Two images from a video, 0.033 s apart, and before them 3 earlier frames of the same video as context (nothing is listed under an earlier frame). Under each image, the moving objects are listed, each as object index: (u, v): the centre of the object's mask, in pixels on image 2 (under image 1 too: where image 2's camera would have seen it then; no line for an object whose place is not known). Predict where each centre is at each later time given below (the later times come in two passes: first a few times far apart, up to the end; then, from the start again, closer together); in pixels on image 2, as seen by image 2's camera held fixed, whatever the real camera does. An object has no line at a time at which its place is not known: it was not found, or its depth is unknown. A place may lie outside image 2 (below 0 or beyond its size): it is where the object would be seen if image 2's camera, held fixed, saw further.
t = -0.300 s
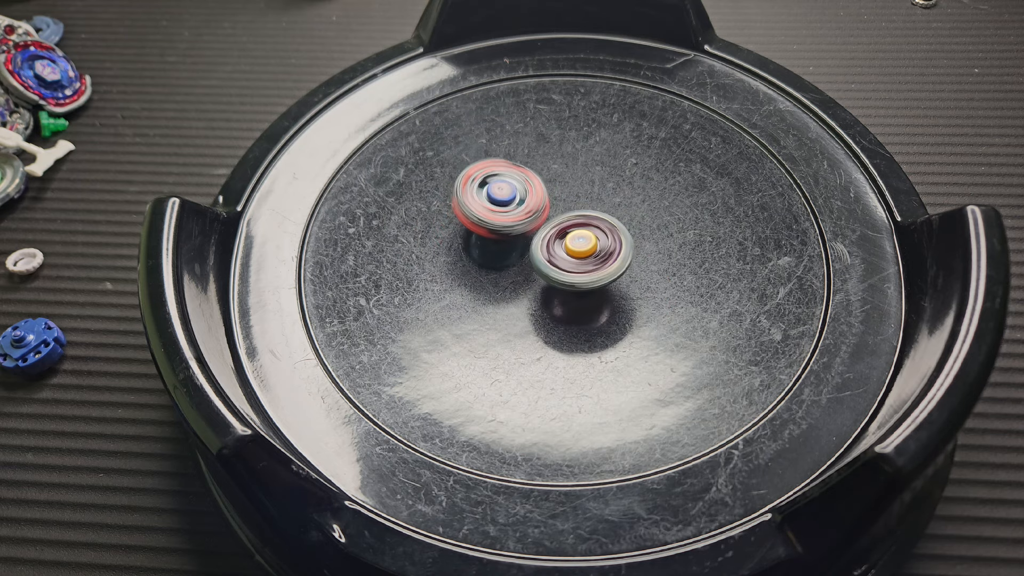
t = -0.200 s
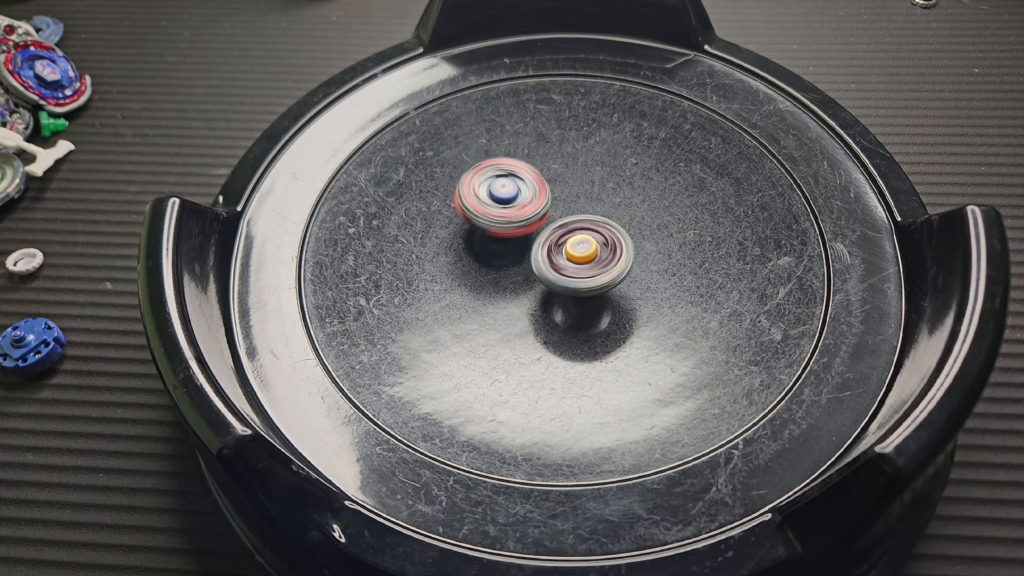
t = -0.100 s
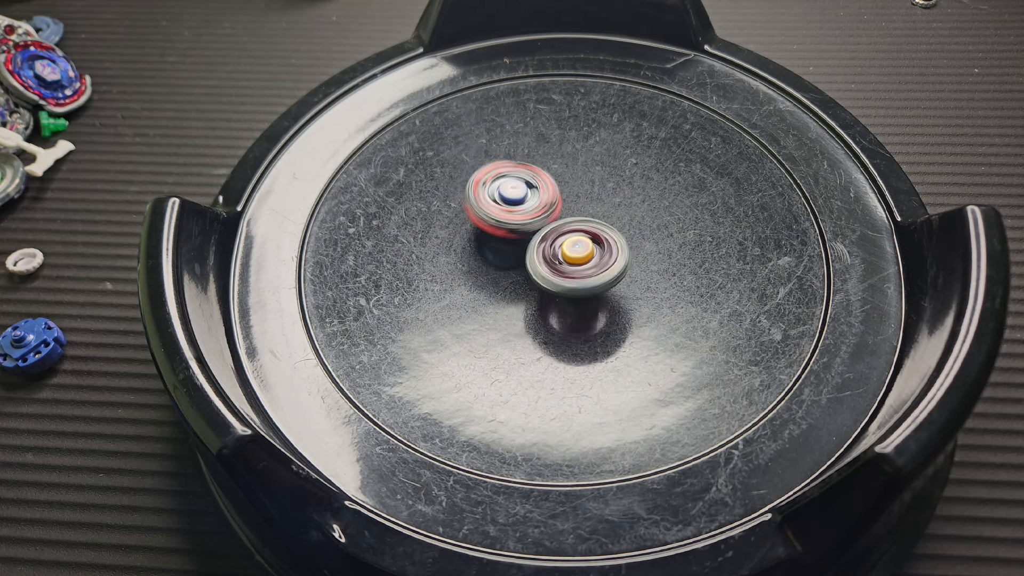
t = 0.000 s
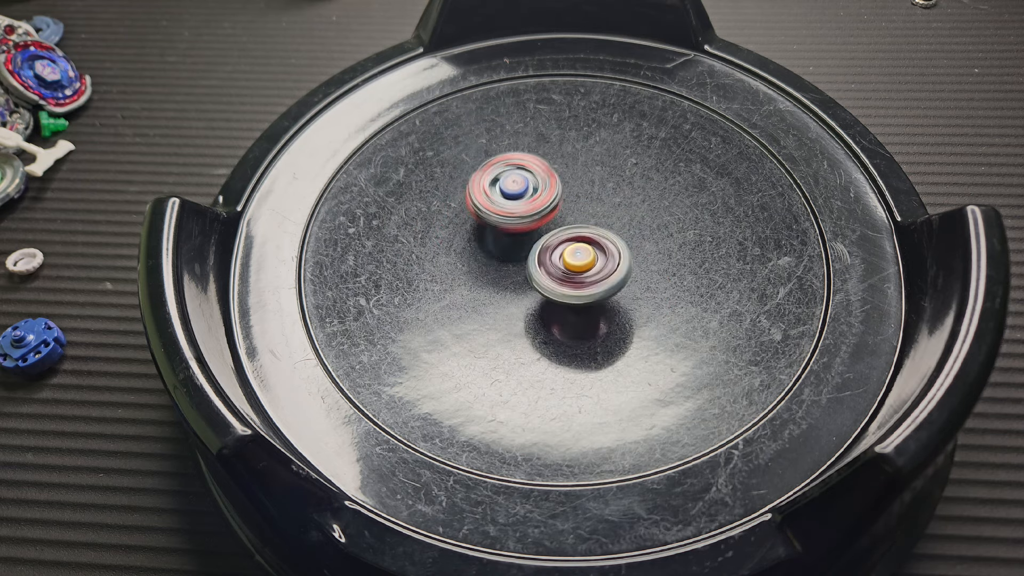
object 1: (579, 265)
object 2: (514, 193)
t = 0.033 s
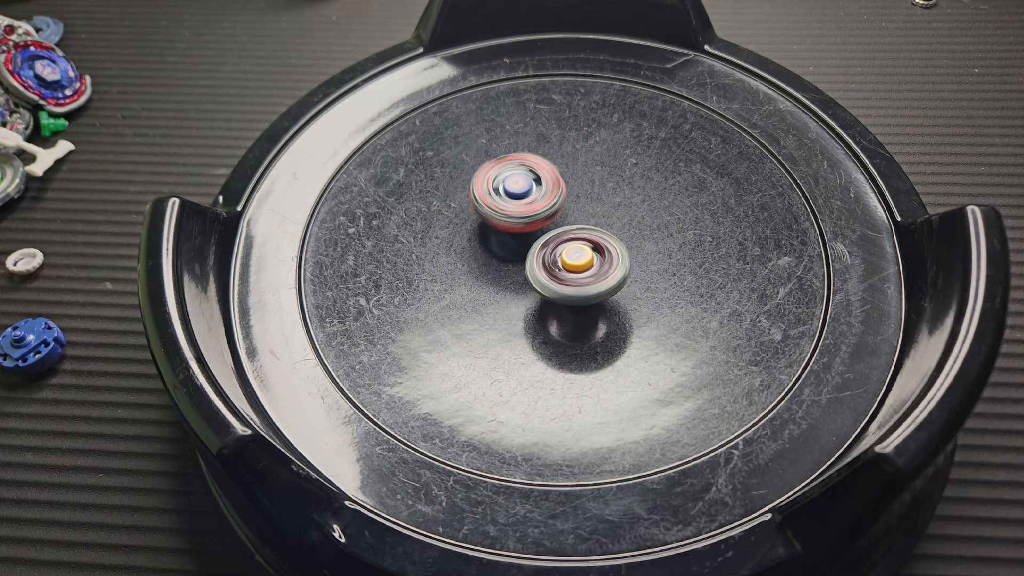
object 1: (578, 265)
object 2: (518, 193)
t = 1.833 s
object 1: (543, 267)
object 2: (617, 212)
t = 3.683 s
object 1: (537, 232)
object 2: (636, 282)
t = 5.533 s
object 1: (552, 227)
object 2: (543, 315)
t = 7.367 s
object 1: (568, 221)
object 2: (463, 262)
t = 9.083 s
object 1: (596, 245)
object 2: (470, 208)
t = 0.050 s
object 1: (577, 265)
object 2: (518, 193)
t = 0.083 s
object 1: (575, 265)
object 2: (522, 193)
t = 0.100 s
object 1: (574, 266)
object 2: (523, 193)
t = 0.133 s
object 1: (572, 265)
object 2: (526, 193)
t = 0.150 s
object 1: (570, 265)
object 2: (527, 193)
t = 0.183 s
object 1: (569, 264)
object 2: (531, 193)
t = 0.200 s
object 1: (568, 265)
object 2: (532, 192)
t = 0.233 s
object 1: (565, 265)
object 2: (533, 192)
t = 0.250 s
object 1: (564, 266)
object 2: (534, 191)
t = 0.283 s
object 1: (563, 268)
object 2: (535, 191)
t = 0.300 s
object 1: (563, 268)
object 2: (536, 191)
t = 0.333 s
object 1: (561, 267)
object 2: (539, 190)
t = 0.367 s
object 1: (559, 267)
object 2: (541, 190)
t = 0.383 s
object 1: (558, 267)
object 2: (542, 190)
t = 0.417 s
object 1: (557, 268)
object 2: (544, 189)
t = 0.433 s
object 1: (556, 268)
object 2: (543, 189)
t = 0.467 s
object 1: (555, 267)
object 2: (545, 189)
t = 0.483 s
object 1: (555, 267)
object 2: (546, 190)
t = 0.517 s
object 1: (554, 271)
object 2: (549, 186)
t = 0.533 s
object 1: (553, 273)
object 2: (549, 185)
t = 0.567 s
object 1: (553, 273)
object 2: (551, 185)
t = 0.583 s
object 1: (552, 274)
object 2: (552, 185)
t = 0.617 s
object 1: (551, 274)
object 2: (553, 186)
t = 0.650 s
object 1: (550, 274)
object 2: (554, 185)
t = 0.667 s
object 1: (549, 273)
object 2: (555, 186)
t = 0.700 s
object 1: (548, 273)
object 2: (557, 187)
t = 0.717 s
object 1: (548, 272)
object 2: (558, 188)
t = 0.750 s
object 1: (547, 271)
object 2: (560, 190)
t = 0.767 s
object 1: (547, 270)
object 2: (560, 190)
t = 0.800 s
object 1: (547, 269)
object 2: (562, 192)
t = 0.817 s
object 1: (546, 268)
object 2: (563, 192)
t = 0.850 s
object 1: (544, 273)
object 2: (567, 189)
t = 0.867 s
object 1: (544, 274)
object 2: (567, 188)
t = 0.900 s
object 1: (544, 273)
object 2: (568, 190)
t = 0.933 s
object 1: (545, 273)
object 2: (570, 192)
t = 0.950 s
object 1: (545, 272)
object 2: (572, 193)
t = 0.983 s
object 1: (545, 271)
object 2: (574, 194)
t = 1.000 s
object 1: (546, 270)
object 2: (576, 195)
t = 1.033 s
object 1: (544, 272)
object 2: (579, 195)
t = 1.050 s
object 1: (544, 272)
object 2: (580, 195)
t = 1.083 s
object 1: (544, 272)
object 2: (583, 195)
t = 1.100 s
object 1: (544, 271)
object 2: (583, 196)
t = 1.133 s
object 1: (545, 270)
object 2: (587, 198)
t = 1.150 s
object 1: (545, 270)
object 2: (587, 198)
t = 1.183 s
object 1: (544, 270)
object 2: (591, 198)
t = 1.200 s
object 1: (543, 274)
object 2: (594, 195)
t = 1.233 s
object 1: (540, 277)
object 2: (596, 193)
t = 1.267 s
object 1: (541, 277)
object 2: (598, 194)
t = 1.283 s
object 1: (542, 277)
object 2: (599, 195)
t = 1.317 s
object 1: (543, 276)
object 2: (601, 196)
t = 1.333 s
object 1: (543, 276)
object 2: (601, 197)
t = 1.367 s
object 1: (544, 275)
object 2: (602, 198)
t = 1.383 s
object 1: (545, 275)
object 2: (603, 198)
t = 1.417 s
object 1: (545, 274)
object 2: (604, 200)
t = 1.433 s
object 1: (546, 273)
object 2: (605, 200)
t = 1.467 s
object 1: (547, 271)
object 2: (606, 202)
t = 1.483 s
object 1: (547, 271)
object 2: (606, 202)
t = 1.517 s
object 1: (548, 269)
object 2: (607, 203)
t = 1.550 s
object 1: (546, 270)
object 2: (610, 203)
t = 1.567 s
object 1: (542, 272)
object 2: (614, 199)
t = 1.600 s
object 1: (538, 275)
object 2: (616, 197)
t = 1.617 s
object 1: (538, 275)
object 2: (615, 197)
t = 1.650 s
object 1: (539, 274)
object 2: (615, 200)
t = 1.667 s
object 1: (540, 274)
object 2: (615, 202)
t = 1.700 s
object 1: (539, 273)
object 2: (616, 204)
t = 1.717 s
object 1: (540, 272)
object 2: (616, 205)
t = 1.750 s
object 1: (541, 271)
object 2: (617, 207)
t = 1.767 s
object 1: (541, 270)
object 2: (617, 208)
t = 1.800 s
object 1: (542, 269)
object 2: (617, 210)
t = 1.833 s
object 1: (543, 267)
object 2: (617, 212)
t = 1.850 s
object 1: (543, 267)
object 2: (618, 213)
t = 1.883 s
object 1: (534, 271)
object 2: (626, 209)
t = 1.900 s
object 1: (532, 271)
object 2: (627, 208)
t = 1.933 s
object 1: (532, 271)
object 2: (628, 209)
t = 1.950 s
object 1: (533, 272)
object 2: (628, 210)
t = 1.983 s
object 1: (533, 271)
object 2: (629, 212)
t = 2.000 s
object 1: (533, 270)
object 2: (630, 213)
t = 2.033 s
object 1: (535, 269)
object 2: (629, 215)
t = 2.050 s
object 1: (535, 269)
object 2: (630, 216)
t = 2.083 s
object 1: (536, 268)
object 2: (630, 217)
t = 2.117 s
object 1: (538, 266)
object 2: (631, 220)
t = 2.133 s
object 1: (539, 265)
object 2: (630, 221)
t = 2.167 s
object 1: (541, 264)
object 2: (630, 223)
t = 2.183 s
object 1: (540, 264)
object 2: (631, 223)
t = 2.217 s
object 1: (538, 264)
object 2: (634, 222)
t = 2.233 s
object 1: (539, 263)
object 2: (634, 223)
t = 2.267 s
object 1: (540, 263)
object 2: (633, 225)
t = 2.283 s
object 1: (538, 263)
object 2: (635, 225)
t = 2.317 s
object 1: (538, 263)
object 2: (635, 224)
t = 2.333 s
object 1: (538, 262)
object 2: (634, 226)
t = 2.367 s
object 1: (539, 262)
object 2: (633, 228)
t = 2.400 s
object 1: (532, 263)
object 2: (639, 227)
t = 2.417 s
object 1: (530, 263)
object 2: (641, 226)
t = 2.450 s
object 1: (528, 262)
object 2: (641, 226)
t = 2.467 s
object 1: (528, 262)
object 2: (641, 228)
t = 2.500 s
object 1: (528, 262)
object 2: (640, 229)
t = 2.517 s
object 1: (528, 261)
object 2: (641, 230)
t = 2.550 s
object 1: (529, 261)
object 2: (641, 231)
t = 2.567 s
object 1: (529, 260)
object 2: (640, 232)
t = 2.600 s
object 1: (530, 259)
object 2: (640, 233)
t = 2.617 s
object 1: (530, 258)
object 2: (639, 234)
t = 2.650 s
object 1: (531, 257)
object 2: (639, 237)
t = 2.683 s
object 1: (532, 256)
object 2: (637, 238)
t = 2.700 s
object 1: (533, 255)
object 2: (636, 239)
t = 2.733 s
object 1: (527, 254)
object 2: (644, 239)
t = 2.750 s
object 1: (523, 255)
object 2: (647, 239)
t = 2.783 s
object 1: (519, 254)
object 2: (648, 238)
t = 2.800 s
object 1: (519, 254)
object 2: (647, 238)
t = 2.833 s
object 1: (520, 253)
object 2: (646, 242)
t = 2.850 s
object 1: (520, 253)
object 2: (647, 242)
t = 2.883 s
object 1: (522, 252)
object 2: (646, 243)
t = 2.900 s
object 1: (523, 252)
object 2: (647, 244)
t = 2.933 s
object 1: (524, 250)
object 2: (646, 246)
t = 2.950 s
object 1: (526, 250)
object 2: (645, 247)
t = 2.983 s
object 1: (527, 249)
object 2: (644, 248)
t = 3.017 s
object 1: (530, 249)
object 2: (643, 252)
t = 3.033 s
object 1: (531, 248)
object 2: (643, 252)
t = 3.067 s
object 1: (534, 247)
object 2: (641, 254)
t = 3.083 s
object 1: (534, 247)
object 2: (641, 256)
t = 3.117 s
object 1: (535, 245)
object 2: (641, 258)
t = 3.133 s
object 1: (533, 245)
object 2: (644, 259)
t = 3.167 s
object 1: (533, 244)
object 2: (645, 259)
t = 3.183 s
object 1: (534, 243)
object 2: (644, 260)
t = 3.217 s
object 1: (535, 243)
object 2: (643, 262)
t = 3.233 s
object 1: (535, 242)
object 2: (642, 263)
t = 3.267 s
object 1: (537, 242)
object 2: (643, 265)
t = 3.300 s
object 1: (539, 241)
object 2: (642, 267)
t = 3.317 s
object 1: (540, 242)
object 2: (641, 267)
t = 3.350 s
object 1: (540, 239)
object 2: (643, 268)
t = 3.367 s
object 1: (541, 239)
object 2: (642, 269)
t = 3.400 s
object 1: (541, 238)
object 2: (641, 270)
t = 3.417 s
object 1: (541, 237)
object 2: (641, 270)
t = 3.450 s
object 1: (542, 237)
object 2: (641, 272)
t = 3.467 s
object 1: (542, 237)
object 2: (640, 272)
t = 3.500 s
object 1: (540, 236)
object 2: (641, 274)
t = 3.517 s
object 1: (538, 234)
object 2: (644, 276)
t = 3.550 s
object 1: (537, 233)
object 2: (645, 278)
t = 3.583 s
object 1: (536, 233)
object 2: (644, 278)
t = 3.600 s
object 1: (536, 232)
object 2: (643, 277)
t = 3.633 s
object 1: (536, 232)
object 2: (640, 280)
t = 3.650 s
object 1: (536, 232)
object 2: (639, 281)
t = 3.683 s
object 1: (537, 232)
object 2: (636, 282)
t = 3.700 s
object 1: (537, 232)
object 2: (636, 282)
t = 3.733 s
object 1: (538, 232)
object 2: (633, 284)
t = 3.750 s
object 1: (538, 232)
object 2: (631, 285)
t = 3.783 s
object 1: (539, 232)
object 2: (628, 285)
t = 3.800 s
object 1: (540, 233)
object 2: (627, 286)
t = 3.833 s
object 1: (540, 233)
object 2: (624, 287)
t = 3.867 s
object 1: (534, 228)
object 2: (631, 292)
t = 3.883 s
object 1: (533, 227)
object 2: (632, 294)
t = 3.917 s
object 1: (532, 227)
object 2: (631, 294)
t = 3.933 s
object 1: (531, 228)
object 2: (629, 294)
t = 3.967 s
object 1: (530, 228)
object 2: (627, 296)
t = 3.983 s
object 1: (531, 229)
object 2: (625, 297)
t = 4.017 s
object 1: (531, 230)
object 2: (624, 298)
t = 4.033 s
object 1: (531, 230)
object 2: (623, 298)
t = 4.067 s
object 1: (531, 232)
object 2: (620, 300)
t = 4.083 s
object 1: (531, 232)
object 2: (619, 299)
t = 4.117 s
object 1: (532, 234)
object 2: (617, 301)
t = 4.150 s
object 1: (533, 235)
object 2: (615, 301)
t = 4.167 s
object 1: (534, 236)
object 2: (613, 301)
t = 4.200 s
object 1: (535, 238)
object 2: (611, 303)
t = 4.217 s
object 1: (535, 237)
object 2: (610, 303)
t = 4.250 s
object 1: (534, 237)
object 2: (609, 305)
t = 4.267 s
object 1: (533, 236)
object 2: (610, 307)
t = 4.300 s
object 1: (532, 236)
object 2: (609, 307)
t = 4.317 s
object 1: (532, 236)
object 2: (608, 307)
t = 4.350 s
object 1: (532, 236)
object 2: (605, 308)
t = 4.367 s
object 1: (532, 236)
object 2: (603, 308)
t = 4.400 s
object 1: (532, 237)
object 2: (600, 309)
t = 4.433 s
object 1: (532, 237)
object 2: (597, 309)
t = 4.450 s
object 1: (531, 238)
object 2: (595, 310)
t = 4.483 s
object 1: (532, 238)
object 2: (592, 308)
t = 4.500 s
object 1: (530, 237)
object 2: (592, 312)
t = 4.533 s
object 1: (524, 231)
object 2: (596, 319)
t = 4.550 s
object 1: (523, 230)
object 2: (597, 319)
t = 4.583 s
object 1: (523, 229)
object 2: (597, 320)
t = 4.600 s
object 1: (523, 230)
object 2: (596, 319)
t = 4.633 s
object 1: (521, 229)
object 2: (592, 318)
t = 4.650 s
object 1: (521, 229)
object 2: (591, 318)
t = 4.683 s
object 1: (523, 229)
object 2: (586, 316)
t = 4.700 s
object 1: (524, 230)
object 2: (585, 316)
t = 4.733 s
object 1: (524, 231)
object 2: (583, 316)
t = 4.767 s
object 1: (525, 231)
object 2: (580, 315)
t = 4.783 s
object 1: (526, 231)
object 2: (580, 315)
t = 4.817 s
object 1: (528, 233)
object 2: (576, 314)
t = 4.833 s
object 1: (528, 233)
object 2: (575, 314)
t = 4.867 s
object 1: (529, 234)
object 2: (573, 313)
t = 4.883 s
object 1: (530, 233)
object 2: (571, 313)
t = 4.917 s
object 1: (530, 231)
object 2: (573, 317)
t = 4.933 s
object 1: (530, 231)
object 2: (573, 316)
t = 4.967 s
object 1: (531, 231)
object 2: (570, 314)
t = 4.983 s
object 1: (532, 232)
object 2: (569, 314)
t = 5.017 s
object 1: (533, 232)
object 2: (563, 314)
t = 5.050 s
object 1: (535, 231)
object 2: (563, 315)
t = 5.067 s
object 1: (535, 231)
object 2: (563, 315)
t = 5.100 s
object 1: (537, 230)
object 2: (560, 315)
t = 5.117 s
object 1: (537, 230)
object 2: (561, 315)
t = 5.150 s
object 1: (539, 230)
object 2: (559, 314)
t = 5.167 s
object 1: (539, 229)
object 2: (558, 313)
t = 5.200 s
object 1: (541, 228)
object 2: (556, 317)
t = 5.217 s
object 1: (541, 224)
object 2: (555, 321)
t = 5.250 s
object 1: (542, 222)
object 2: (558, 324)
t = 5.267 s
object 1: (542, 221)
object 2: (557, 324)
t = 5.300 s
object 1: (543, 221)
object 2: (555, 323)
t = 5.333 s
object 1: (544, 221)
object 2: (553, 322)
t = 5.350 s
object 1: (545, 221)
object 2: (551, 321)
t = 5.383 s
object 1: (547, 222)
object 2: (551, 320)
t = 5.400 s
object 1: (547, 222)
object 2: (549, 320)
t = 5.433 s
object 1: (549, 222)
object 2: (547, 318)
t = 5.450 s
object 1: (549, 224)
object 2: (547, 318)
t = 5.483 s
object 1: (550, 225)
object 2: (544, 316)
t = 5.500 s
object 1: (551, 225)
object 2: (544, 316)
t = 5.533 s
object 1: (552, 227)
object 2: (543, 315)
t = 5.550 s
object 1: (552, 228)
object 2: (541, 313)
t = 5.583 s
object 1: (553, 228)
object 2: (539, 312)
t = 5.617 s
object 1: (554, 227)
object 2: (536, 315)
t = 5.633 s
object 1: (556, 226)
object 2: (536, 315)
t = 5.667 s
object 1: (556, 227)
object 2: (536, 313)
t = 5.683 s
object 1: (556, 228)
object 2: (535, 311)
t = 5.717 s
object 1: (556, 228)
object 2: (532, 311)
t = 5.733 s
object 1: (557, 228)
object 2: (531, 310)
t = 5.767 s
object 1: (558, 229)
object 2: (528, 312)
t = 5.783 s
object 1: (558, 230)
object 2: (528, 312)
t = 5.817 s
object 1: (559, 227)
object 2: (524, 315)
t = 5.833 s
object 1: (560, 224)
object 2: (521, 319)
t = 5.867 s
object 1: (561, 220)
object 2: (522, 320)
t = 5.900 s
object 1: (562, 220)
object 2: (520, 318)
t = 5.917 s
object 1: (562, 221)
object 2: (519, 318)
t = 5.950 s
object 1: (561, 220)
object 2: (517, 317)
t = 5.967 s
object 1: (562, 219)
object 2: (515, 317)
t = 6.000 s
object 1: (563, 220)
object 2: (515, 318)
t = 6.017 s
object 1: (563, 221)
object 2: (515, 317)
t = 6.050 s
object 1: (562, 221)
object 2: (514, 315)
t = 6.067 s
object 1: (562, 221)
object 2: (514, 315)
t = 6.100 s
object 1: (563, 222)
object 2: (512, 313)
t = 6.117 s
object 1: (563, 223)
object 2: (511, 313)
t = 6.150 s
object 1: (562, 226)
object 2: (512, 311)
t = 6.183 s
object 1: (562, 227)
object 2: (512, 309)
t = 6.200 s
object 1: (562, 228)
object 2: (511, 308)
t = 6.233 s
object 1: (562, 229)
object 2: (511, 305)
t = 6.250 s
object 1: (562, 229)
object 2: (509, 305)
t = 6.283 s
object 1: (562, 230)
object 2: (509, 303)
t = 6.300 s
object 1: (563, 228)
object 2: (505, 305)
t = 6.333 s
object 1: (565, 226)
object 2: (503, 305)
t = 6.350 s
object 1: (565, 227)
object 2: (504, 303)
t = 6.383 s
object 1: (564, 227)
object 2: (500, 299)
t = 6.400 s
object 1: (564, 228)
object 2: (499, 298)
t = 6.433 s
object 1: (562, 228)
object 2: (496, 297)
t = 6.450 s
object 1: (562, 228)
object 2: (495, 295)
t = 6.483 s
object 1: (560, 229)
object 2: (492, 295)
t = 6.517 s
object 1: (560, 227)
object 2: (487, 296)
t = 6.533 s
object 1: (563, 223)
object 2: (481, 299)
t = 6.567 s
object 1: (567, 219)
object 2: (476, 302)
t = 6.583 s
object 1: (568, 219)
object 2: (474, 302)
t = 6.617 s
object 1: (567, 220)
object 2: (473, 302)
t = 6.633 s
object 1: (566, 220)
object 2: (473, 302)
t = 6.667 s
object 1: (565, 219)
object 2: (472, 298)
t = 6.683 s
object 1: (566, 219)
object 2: (471, 298)
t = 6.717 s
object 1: (566, 219)
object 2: (472, 297)
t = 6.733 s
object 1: (565, 219)
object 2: (471, 295)
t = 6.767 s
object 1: (564, 220)
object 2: (471, 294)
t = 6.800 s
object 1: (563, 220)
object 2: (472, 292)
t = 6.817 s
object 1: (563, 220)
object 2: (472, 291)
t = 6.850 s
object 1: (562, 221)
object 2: (472, 290)
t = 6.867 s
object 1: (562, 222)
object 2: (473, 290)
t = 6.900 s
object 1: (561, 223)
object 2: (473, 288)
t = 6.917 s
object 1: (560, 224)
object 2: (474, 286)
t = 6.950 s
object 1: (559, 225)
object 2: (476, 284)
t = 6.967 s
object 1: (559, 226)
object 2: (478, 281)
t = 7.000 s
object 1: (566, 222)
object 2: (471, 282)
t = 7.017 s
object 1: (571, 217)
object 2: (467, 282)
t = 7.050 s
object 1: (578, 214)
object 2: (463, 283)
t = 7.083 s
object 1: (581, 215)
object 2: (465, 281)
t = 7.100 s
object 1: (580, 215)
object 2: (466, 278)
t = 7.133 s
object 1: (578, 215)
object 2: (466, 276)
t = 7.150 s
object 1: (578, 216)
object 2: (465, 274)
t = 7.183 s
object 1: (578, 217)
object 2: (464, 272)
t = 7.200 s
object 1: (578, 217)
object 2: (463, 269)
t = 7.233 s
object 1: (576, 218)
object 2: (463, 269)
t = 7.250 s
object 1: (575, 218)
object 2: (463, 268)
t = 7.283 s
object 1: (574, 218)
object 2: (463, 266)
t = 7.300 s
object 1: (573, 218)
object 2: (463, 265)
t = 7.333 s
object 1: (571, 220)
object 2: (463, 263)
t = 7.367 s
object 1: (568, 221)
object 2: (463, 262)
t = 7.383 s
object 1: (567, 222)
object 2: (463, 261)
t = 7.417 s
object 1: (565, 222)
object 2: (464, 260)
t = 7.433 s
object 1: (564, 223)
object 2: (463, 258)
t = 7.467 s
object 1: (562, 224)
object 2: (464, 257)
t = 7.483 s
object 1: (561, 224)
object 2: (465, 255)
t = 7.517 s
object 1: (564, 223)
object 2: (459, 255)
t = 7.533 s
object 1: (566, 223)
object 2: (457, 254)
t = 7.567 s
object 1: (565, 224)
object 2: (459, 255)
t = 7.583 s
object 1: (563, 225)
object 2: (460, 253)
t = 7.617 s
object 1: (560, 225)
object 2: (462, 251)
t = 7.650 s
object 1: (564, 224)
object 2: (460, 249)
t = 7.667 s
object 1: (565, 225)
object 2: (458, 249)
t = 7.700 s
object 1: (565, 226)
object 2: (460, 249)
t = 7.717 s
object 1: (564, 226)
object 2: (461, 249)
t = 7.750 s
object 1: (564, 227)
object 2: (463, 246)
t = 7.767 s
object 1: (564, 227)
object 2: (463, 245)
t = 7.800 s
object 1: (567, 227)
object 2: (461, 244)
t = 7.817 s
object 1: (568, 227)
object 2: (460, 243)
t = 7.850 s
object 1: (566, 228)
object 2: (462, 245)
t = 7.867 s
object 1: (566, 228)
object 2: (464, 244)
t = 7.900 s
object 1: (570, 228)
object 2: (463, 243)
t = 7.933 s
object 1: (577, 229)
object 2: (462, 244)
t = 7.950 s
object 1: (578, 230)
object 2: (462, 244)
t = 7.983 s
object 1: (579, 231)
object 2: (465, 244)
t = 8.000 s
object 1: (578, 232)
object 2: (467, 243)
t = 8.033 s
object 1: (578, 232)
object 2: (470, 241)
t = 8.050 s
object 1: (578, 232)
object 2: (470, 239)
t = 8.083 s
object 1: (578, 234)
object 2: (473, 239)
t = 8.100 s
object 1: (577, 235)
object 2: (473, 237)
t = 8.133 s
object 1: (576, 236)
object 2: (473, 237)
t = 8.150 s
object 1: (576, 236)
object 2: (473, 237)
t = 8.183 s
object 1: (580, 237)
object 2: (469, 238)
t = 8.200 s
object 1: (581, 237)
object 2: (469, 238)
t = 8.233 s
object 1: (580, 238)
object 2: (473, 240)
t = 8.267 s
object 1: (581, 238)
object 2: (474, 237)
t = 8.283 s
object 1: (587, 238)
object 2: (470, 236)
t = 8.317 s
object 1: (591, 239)
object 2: (468, 237)
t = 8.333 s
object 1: (591, 240)
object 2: (468, 236)
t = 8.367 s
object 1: (590, 241)
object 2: (470, 236)
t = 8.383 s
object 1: (589, 240)
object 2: (471, 235)
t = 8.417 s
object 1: (589, 240)
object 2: (474, 233)
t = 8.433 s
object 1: (589, 240)
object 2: (475, 232)
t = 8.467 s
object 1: (588, 242)
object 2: (476, 231)
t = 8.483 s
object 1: (586, 242)
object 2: (477, 231)
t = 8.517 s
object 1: (584, 243)
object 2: (478, 229)
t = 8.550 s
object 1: (583, 242)
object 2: (479, 229)
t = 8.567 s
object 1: (582, 242)
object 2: (480, 228)
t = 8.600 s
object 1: (588, 242)
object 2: (475, 226)
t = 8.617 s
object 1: (590, 243)
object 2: (474, 226)
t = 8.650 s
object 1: (588, 244)
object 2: (476, 226)
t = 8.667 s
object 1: (586, 244)
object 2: (478, 227)
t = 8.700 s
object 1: (583, 243)
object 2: (480, 224)
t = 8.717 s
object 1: (583, 242)
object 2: (482, 223)
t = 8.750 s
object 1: (582, 241)
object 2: (483, 221)
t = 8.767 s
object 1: (581, 241)
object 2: (482, 220)
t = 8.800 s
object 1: (584, 241)
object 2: (478, 218)
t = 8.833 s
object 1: (596, 244)
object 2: (466, 216)
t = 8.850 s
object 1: (598, 244)
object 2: (462, 216)
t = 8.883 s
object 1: (599, 246)
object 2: (461, 216)
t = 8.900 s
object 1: (598, 245)
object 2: (462, 215)
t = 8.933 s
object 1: (596, 243)
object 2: (463, 214)
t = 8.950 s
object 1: (596, 243)
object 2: (464, 211)
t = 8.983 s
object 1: (597, 243)
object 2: (465, 210)
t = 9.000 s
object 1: (598, 244)
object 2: (466, 209)
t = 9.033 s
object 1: (598, 244)
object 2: (467, 208)
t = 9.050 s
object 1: (597, 244)
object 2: (468, 209)
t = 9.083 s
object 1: (596, 245)
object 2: (470, 208)
